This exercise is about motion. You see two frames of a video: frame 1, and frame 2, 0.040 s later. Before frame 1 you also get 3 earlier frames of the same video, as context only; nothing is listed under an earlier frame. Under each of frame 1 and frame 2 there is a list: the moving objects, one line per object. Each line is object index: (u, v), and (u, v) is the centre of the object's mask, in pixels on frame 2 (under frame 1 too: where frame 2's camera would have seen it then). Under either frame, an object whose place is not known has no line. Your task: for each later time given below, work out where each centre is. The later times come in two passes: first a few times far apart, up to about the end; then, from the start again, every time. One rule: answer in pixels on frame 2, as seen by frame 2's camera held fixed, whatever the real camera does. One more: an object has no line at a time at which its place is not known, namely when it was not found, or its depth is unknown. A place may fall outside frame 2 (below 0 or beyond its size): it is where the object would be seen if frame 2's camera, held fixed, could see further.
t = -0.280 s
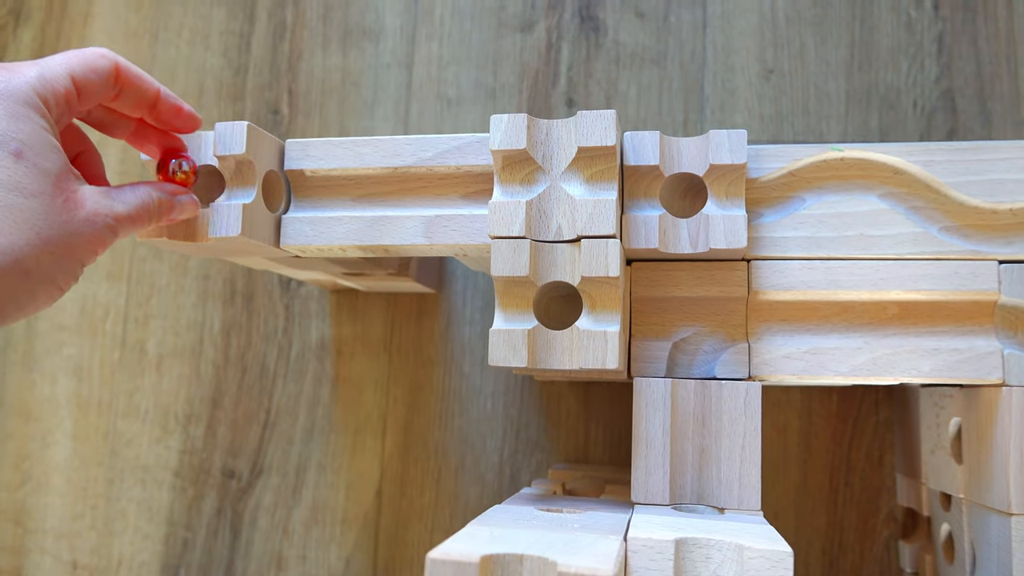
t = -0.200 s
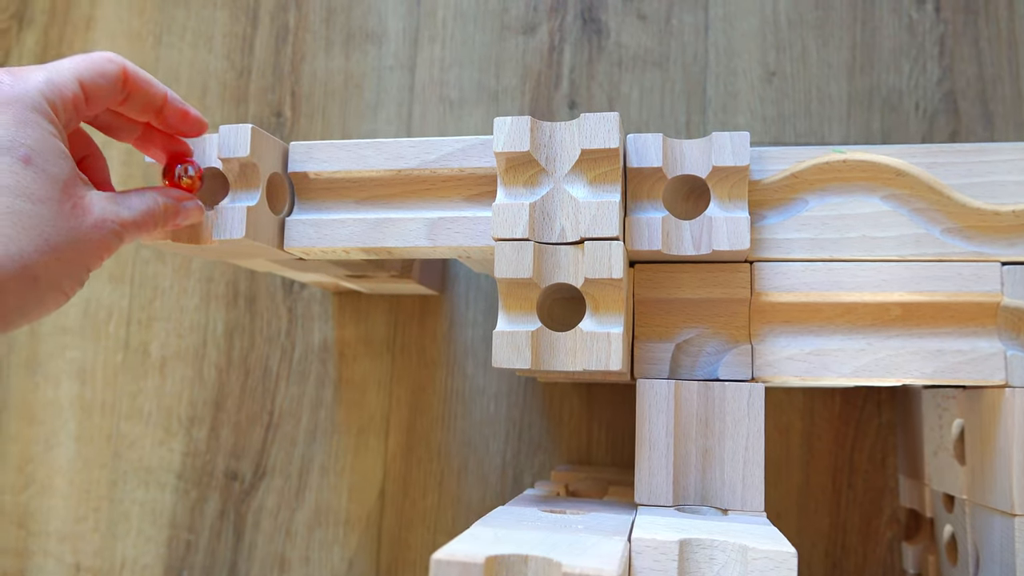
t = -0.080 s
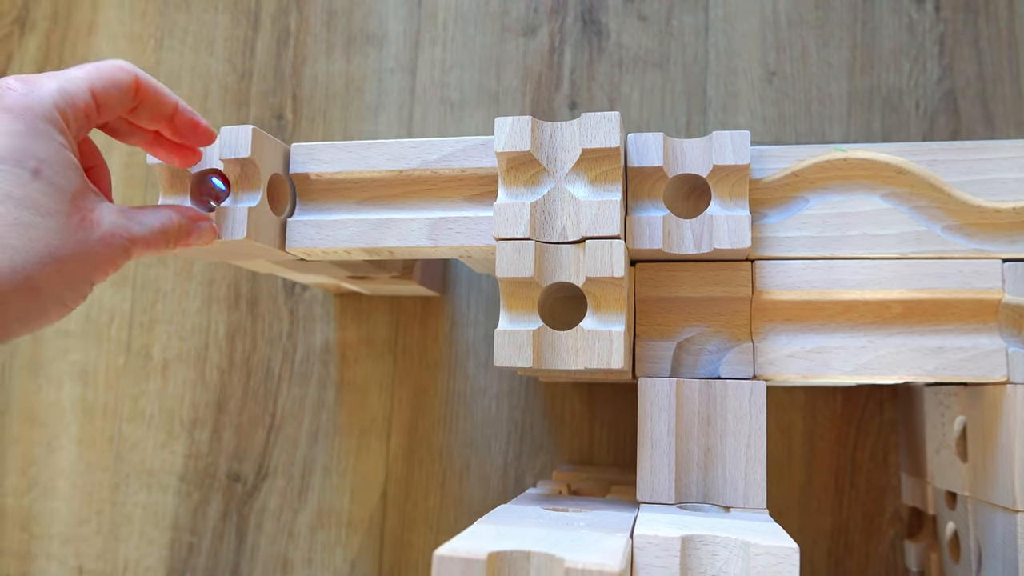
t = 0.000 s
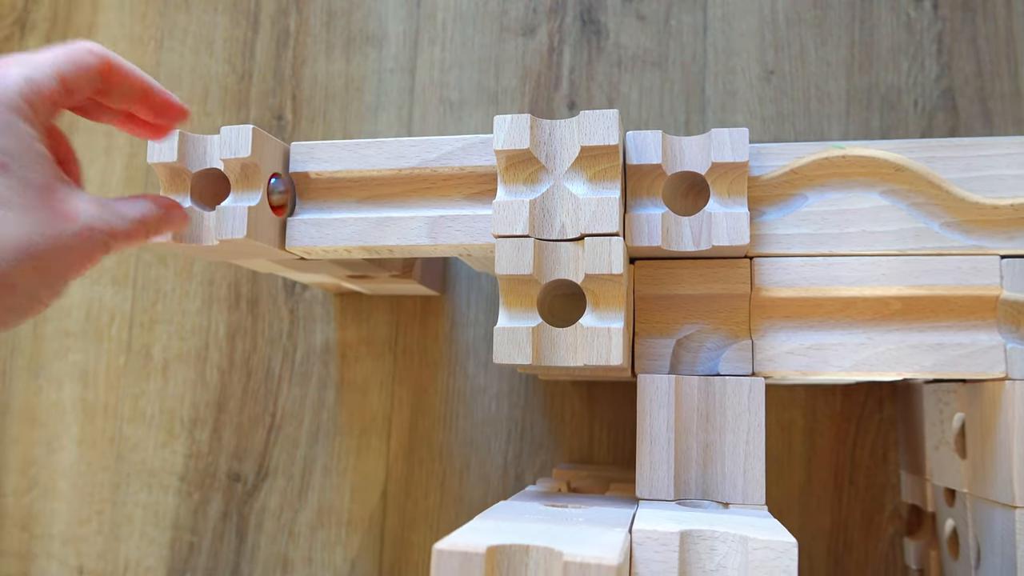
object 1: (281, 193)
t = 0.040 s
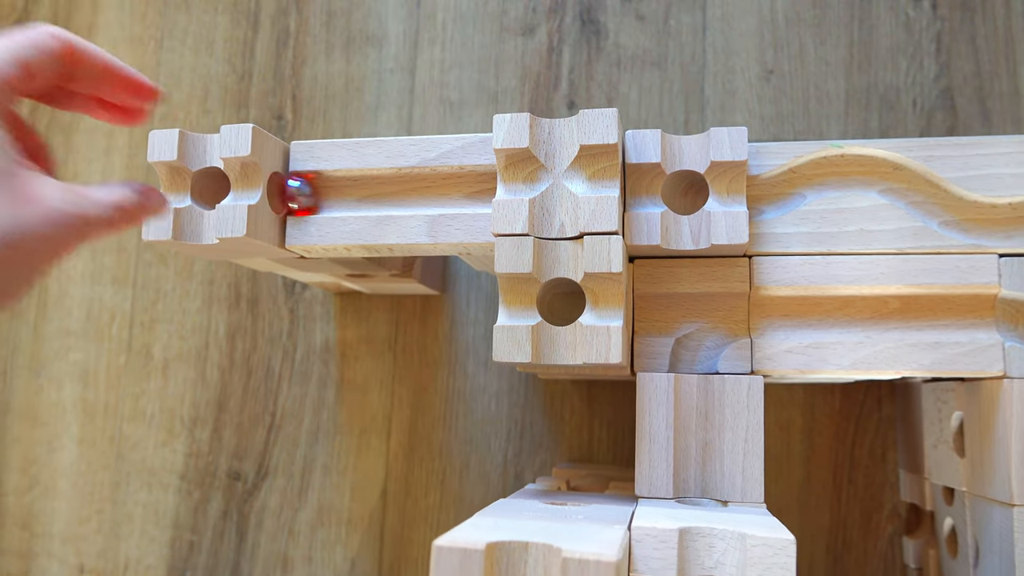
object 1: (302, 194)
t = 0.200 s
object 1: (400, 190)
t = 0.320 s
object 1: (478, 187)
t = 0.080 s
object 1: (325, 193)
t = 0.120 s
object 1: (349, 191)
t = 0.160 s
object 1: (374, 192)
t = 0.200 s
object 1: (400, 190)
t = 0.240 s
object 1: (426, 190)
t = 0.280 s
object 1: (452, 189)
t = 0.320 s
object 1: (478, 187)
